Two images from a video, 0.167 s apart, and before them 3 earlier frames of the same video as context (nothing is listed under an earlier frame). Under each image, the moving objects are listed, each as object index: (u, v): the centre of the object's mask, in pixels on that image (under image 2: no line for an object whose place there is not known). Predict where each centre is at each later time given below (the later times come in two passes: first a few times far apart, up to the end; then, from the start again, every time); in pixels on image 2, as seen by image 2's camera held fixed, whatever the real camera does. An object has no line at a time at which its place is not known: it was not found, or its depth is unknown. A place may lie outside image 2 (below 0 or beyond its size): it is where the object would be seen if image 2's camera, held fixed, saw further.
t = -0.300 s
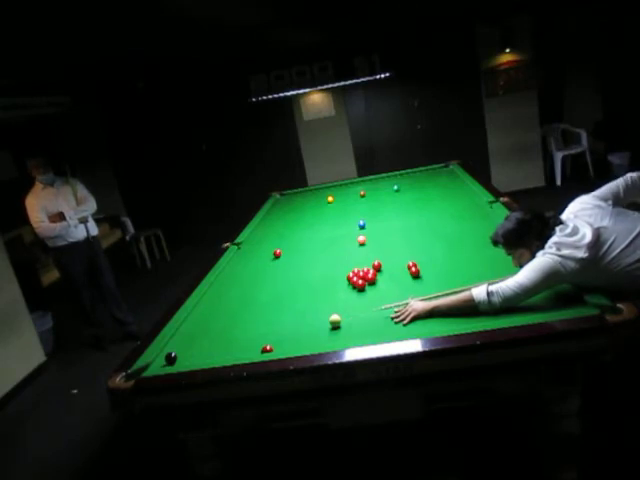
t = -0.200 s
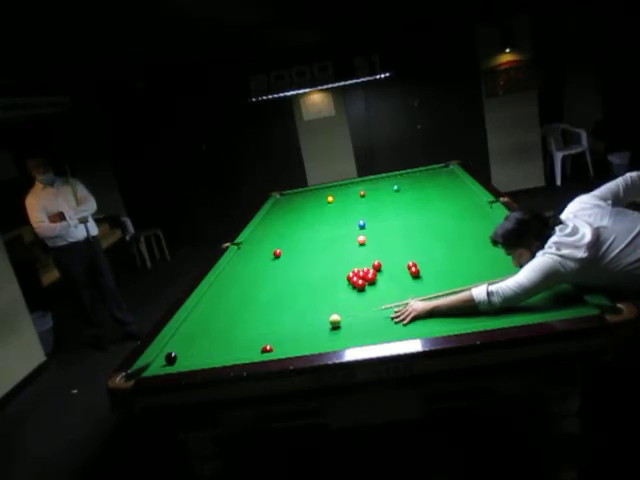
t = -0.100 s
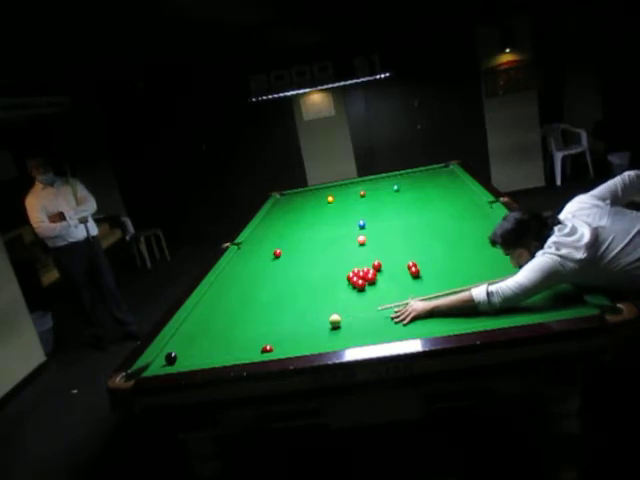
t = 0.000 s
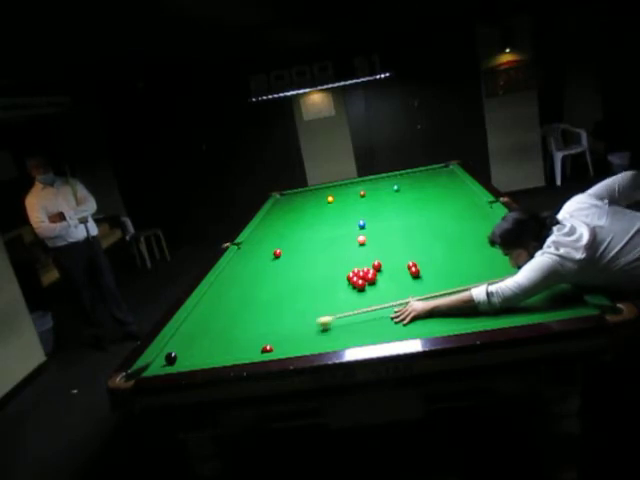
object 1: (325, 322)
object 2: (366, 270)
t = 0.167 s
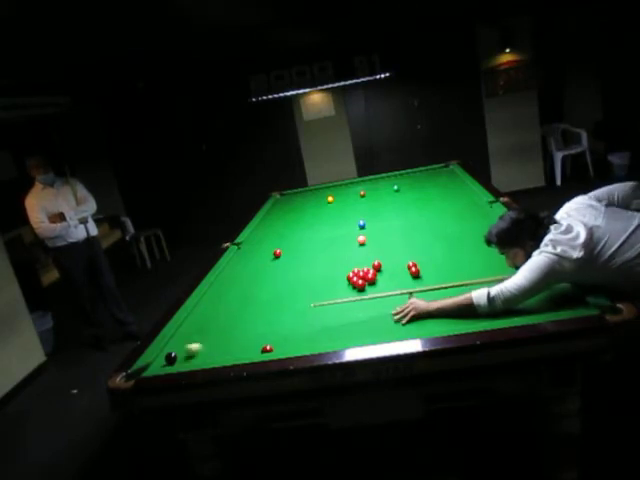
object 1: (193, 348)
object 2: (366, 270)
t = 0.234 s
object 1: (172, 346)
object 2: (366, 270)
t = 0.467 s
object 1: (299, 301)
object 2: (366, 270)
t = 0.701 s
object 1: (351, 286)
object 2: (366, 267)
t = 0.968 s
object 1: (357, 286)
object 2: (357, 263)
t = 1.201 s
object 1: (360, 287)
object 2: (349, 260)
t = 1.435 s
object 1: (363, 287)
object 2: (342, 257)
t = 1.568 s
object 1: (365, 288)
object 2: (339, 256)
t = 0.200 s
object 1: (173, 349)
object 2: (366, 270)
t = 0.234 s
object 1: (172, 346)
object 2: (366, 270)
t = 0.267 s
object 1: (193, 336)
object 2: (366, 270)
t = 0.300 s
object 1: (213, 330)
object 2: (366, 270)
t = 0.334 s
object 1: (232, 324)
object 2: (366, 269)
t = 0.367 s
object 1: (250, 318)
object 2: (366, 270)
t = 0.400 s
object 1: (267, 312)
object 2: (366, 270)
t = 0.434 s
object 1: (284, 306)
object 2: (366, 269)
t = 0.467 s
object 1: (299, 301)
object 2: (366, 270)
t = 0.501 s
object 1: (314, 296)
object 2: (366, 270)
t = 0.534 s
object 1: (328, 291)
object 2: (366, 269)
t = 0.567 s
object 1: (341, 287)
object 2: (366, 269)
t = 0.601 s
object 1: (347, 286)
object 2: (366, 269)
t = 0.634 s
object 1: (349, 286)
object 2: (368, 269)
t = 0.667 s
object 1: (350, 286)
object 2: (368, 268)
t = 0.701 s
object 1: (351, 286)
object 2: (366, 267)
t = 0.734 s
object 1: (352, 286)
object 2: (365, 267)
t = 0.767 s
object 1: (353, 286)
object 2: (364, 266)
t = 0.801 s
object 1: (354, 286)
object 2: (363, 265)
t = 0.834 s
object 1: (354, 286)
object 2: (361, 265)
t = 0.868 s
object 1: (355, 286)
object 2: (360, 264)
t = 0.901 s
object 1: (356, 286)
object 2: (359, 264)
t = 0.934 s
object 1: (356, 286)
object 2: (358, 263)
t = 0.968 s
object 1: (357, 286)
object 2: (357, 263)
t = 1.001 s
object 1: (357, 286)
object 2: (356, 262)
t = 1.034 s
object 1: (358, 286)
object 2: (354, 262)
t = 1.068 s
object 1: (358, 287)
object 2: (353, 261)
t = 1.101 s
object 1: (359, 287)
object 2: (352, 261)
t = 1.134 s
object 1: (359, 287)
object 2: (351, 261)
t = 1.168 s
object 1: (360, 287)
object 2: (350, 260)
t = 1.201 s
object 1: (360, 287)
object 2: (349, 260)
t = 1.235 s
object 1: (361, 287)
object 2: (348, 259)
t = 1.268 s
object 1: (361, 287)
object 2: (347, 259)
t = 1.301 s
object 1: (362, 287)
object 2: (346, 259)
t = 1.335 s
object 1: (362, 287)
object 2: (345, 258)
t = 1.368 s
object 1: (363, 288)
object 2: (344, 258)
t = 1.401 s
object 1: (363, 288)
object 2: (343, 257)
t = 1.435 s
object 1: (363, 287)
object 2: (342, 257)
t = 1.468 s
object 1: (364, 287)
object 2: (341, 257)
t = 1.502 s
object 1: (364, 288)
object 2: (341, 256)
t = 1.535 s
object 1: (365, 288)
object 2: (340, 256)
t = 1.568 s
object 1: (365, 288)
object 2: (339, 256)
